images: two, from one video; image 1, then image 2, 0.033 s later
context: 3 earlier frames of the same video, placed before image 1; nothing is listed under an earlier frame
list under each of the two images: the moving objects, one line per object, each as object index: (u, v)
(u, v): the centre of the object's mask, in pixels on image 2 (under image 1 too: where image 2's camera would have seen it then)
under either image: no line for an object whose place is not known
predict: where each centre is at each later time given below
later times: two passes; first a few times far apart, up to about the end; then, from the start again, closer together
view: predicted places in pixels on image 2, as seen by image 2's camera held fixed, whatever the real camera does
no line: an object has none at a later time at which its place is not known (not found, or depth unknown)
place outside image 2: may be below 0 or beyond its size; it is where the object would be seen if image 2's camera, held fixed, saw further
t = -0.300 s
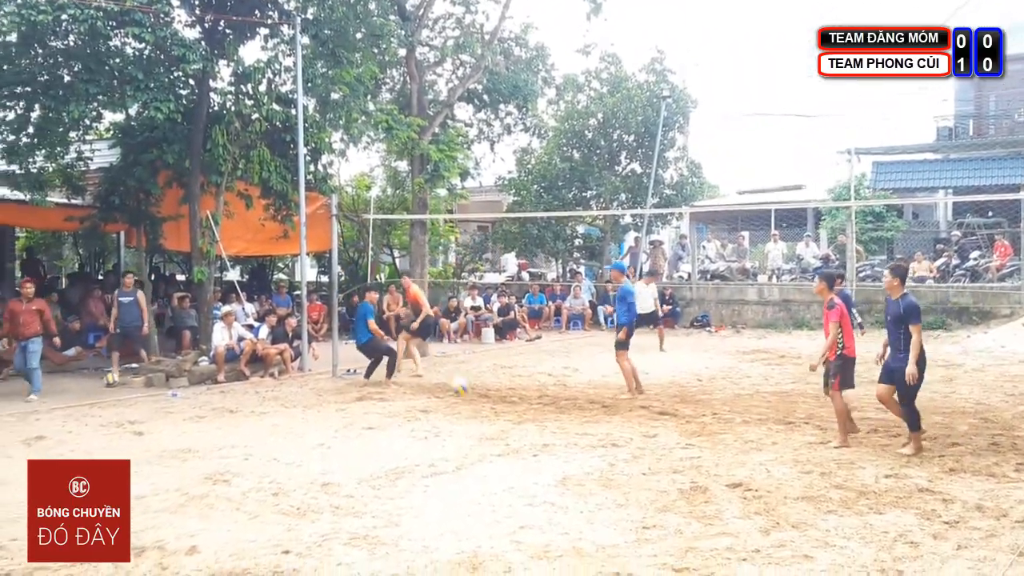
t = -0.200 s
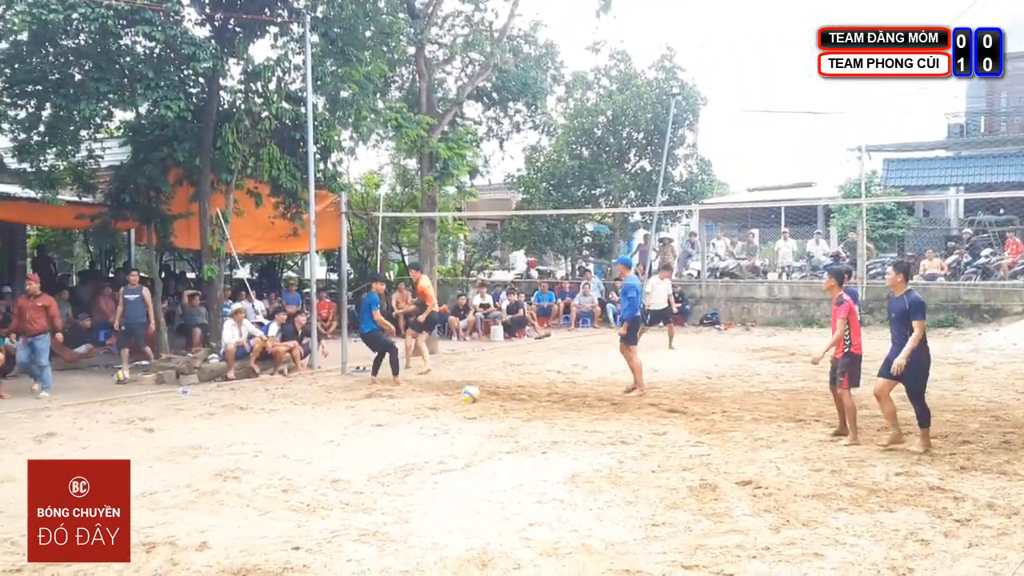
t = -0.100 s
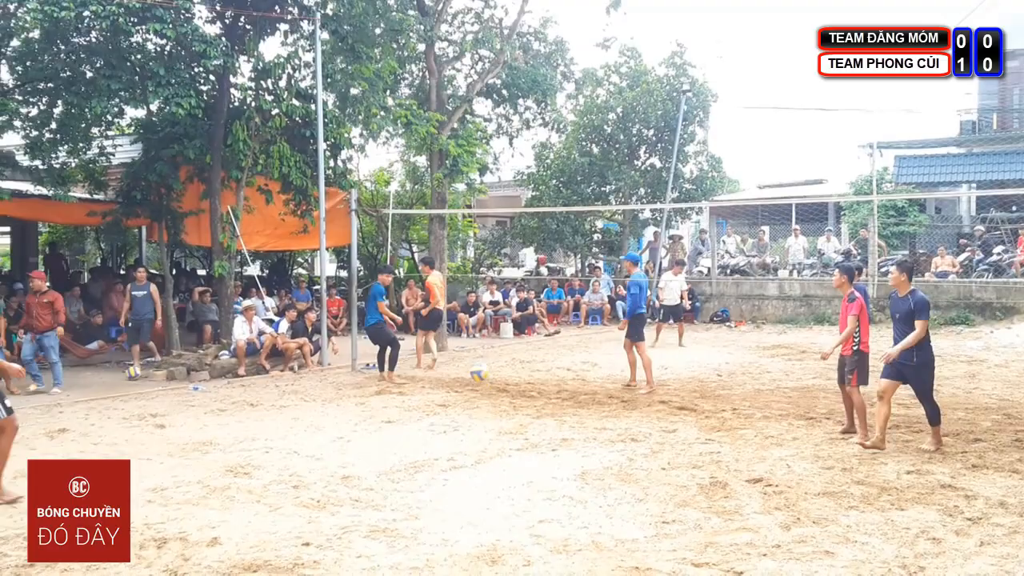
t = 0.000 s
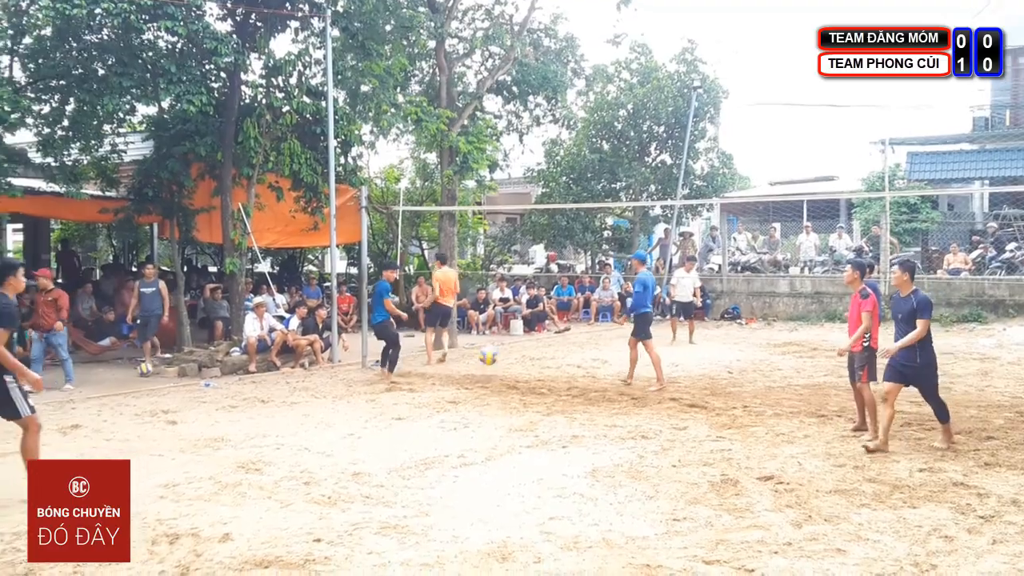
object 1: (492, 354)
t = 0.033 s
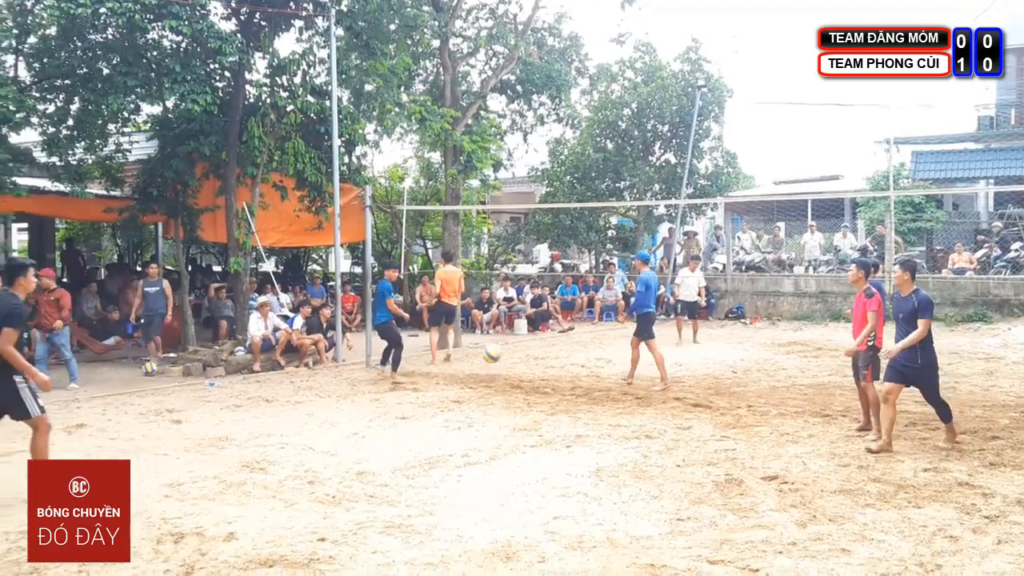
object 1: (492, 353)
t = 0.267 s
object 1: (491, 368)
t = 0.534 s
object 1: (488, 440)
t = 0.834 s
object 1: (483, 443)
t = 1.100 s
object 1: (475, 479)
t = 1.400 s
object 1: (459, 525)
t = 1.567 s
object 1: (443, 541)
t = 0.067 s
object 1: (492, 351)
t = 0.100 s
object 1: (492, 351)
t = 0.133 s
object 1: (491, 352)
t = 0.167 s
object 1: (491, 353)
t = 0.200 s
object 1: (491, 356)
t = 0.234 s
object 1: (491, 361)
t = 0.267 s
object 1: (491, 368)
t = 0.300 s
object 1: (491, 372)
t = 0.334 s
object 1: (491, 380)
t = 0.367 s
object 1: (490, 389)
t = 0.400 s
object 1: (490, 399)
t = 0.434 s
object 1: (489, 412)
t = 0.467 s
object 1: (489, 429)
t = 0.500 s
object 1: (489, 445)
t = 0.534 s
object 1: (488, 440)
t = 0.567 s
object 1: (489, 435)
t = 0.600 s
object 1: (487, 432)
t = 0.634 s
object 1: (487, 430)
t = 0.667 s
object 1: (486, 430)
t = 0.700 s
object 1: (485, 430)
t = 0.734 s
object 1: (486, 430)
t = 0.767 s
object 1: (484, 433)
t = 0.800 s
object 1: (483, 437)
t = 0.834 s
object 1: (483, 443)
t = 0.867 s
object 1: (481, 452)
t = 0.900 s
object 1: (480, 459)
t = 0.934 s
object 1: (479, 468)
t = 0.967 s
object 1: (477, 479)
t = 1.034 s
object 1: (477, 475)
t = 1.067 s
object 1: (475, 477)
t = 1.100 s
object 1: (475, 479)
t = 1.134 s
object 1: (473, 483)
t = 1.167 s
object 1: (471, 487)
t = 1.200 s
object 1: (471, 496)
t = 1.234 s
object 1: (470, 505)
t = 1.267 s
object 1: (468, 511)
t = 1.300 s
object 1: (467, 514)
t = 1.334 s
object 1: (464, 513)
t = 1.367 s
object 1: (461, 517)
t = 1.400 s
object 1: (459, 525)
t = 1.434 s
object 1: (456, 532)
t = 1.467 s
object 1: (454, 535)
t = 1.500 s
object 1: (451, 539)
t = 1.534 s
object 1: (448, 541)
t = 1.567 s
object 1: (443, 541)
